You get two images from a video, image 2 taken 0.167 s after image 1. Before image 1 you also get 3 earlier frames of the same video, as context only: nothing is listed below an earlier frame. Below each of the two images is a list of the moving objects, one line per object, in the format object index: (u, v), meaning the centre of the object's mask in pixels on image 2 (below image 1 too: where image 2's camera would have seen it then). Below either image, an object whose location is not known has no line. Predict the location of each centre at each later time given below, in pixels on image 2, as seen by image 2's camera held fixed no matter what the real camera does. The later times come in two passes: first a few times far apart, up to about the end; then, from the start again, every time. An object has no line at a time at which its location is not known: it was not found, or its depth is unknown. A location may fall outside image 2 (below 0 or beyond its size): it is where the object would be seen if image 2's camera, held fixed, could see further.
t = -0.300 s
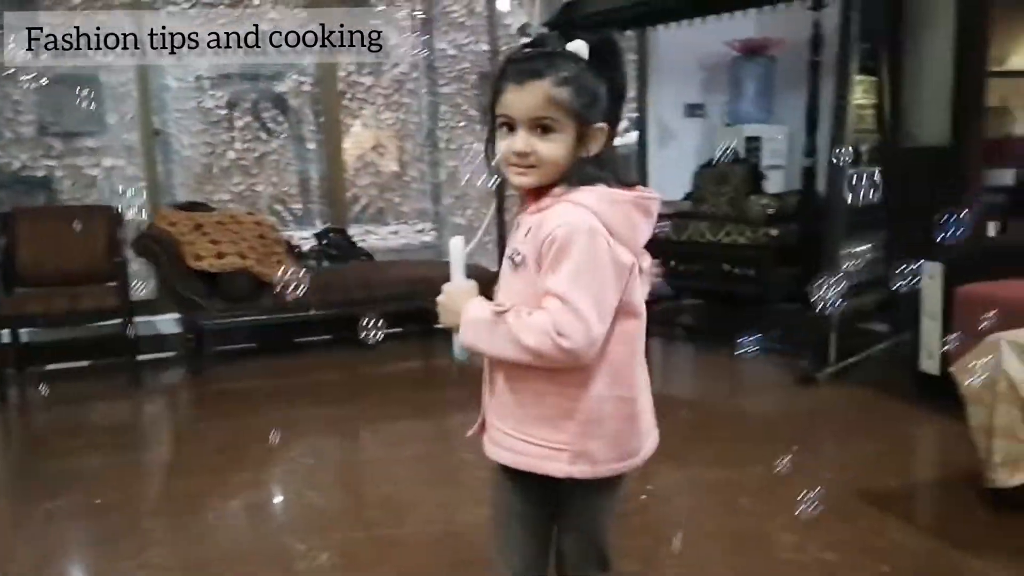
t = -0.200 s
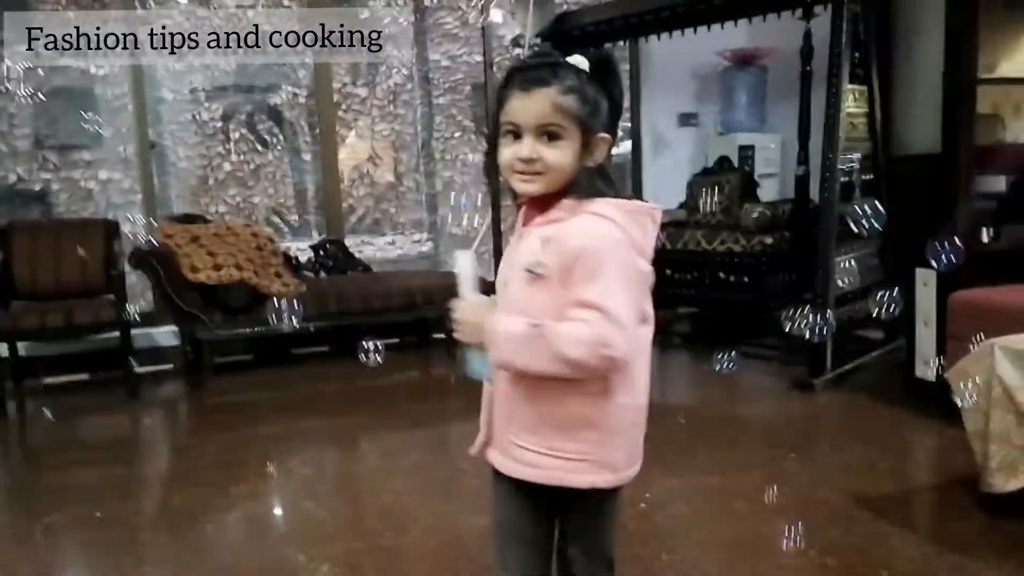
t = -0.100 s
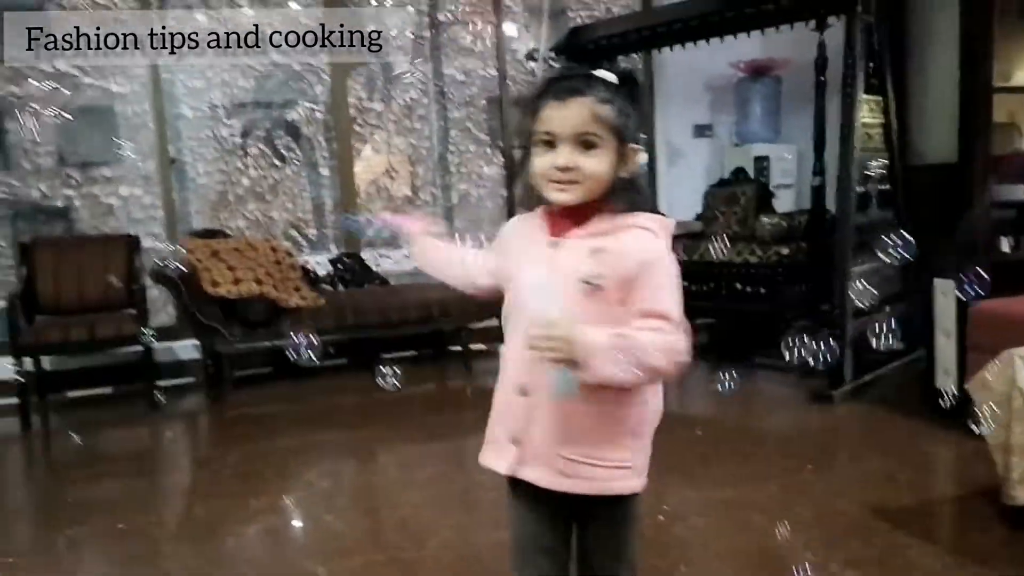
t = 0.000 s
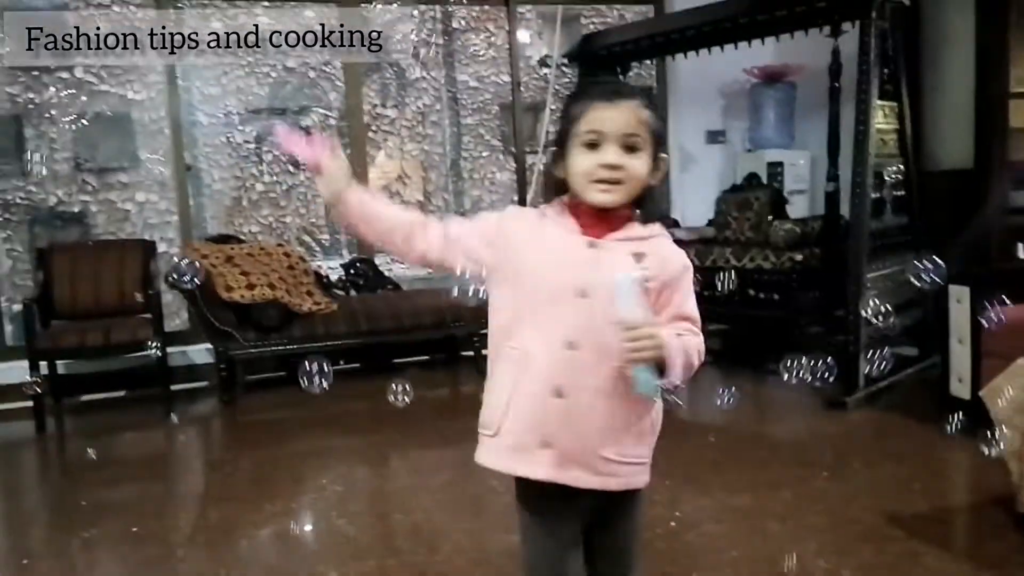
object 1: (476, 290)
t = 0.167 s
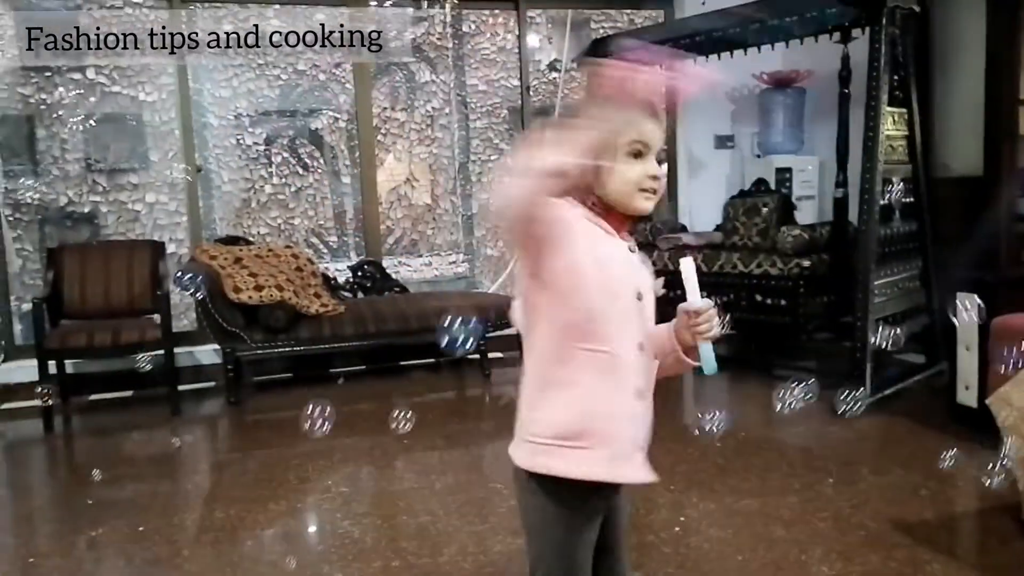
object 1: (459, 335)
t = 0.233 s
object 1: (450, 354)
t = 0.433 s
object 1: (419, 415)
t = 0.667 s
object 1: (386, 479)
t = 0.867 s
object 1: (359, 534)
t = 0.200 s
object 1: (456, 344)
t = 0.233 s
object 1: (450, 354)
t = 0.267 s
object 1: (446, 365)
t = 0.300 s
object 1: (442, 375)
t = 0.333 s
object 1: (435, 384)
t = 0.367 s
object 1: (430, 395)
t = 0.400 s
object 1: (423, 405)
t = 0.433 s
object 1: (419, 415)
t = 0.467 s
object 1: (414, 425)
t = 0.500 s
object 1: (409, 433)
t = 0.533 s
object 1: (404, 442)
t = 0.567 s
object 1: (400, 451)
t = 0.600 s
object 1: (394, 459)
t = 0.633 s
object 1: (391, 470)
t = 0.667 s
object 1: (386, 479)
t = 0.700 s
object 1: (381, 488)
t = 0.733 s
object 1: (372, 499)
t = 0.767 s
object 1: (370, 508)
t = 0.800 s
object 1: (365, 516)
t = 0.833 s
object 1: (360, 526)
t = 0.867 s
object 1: (359, 534)
